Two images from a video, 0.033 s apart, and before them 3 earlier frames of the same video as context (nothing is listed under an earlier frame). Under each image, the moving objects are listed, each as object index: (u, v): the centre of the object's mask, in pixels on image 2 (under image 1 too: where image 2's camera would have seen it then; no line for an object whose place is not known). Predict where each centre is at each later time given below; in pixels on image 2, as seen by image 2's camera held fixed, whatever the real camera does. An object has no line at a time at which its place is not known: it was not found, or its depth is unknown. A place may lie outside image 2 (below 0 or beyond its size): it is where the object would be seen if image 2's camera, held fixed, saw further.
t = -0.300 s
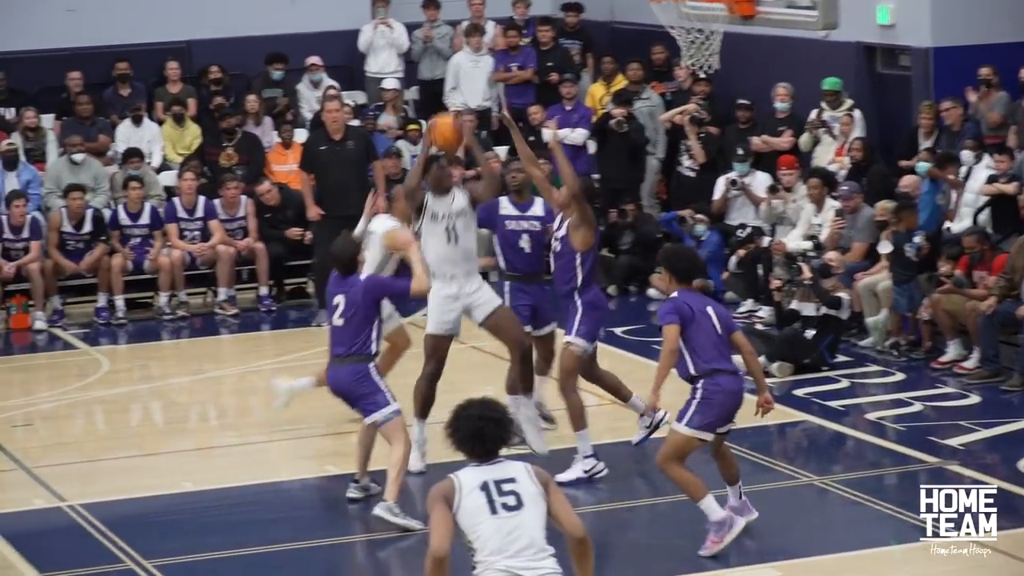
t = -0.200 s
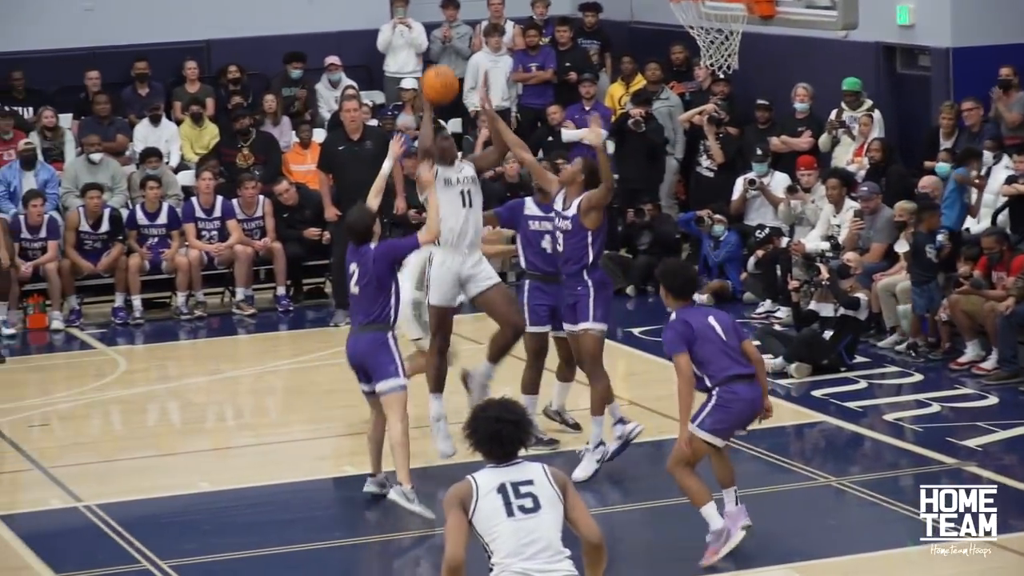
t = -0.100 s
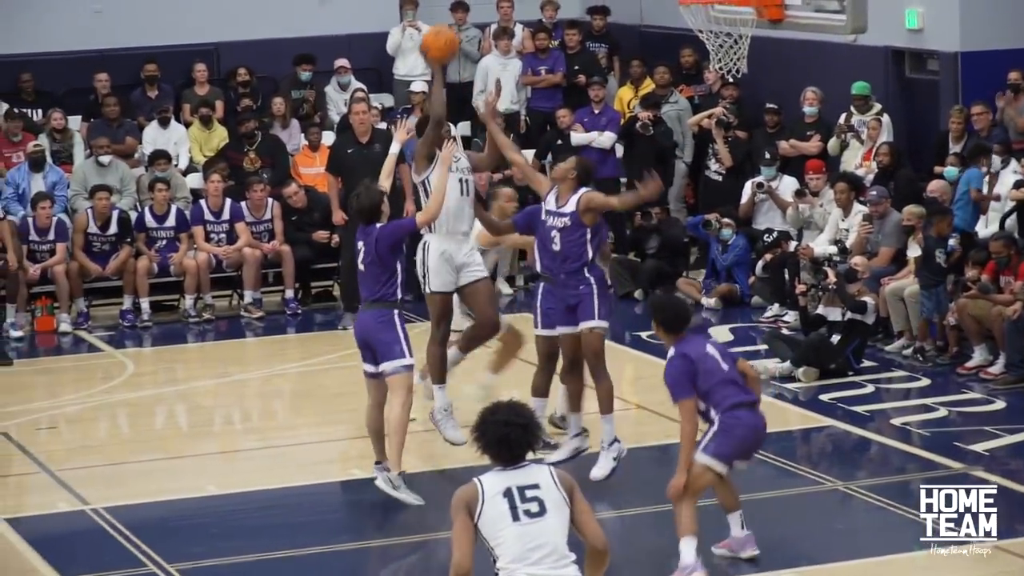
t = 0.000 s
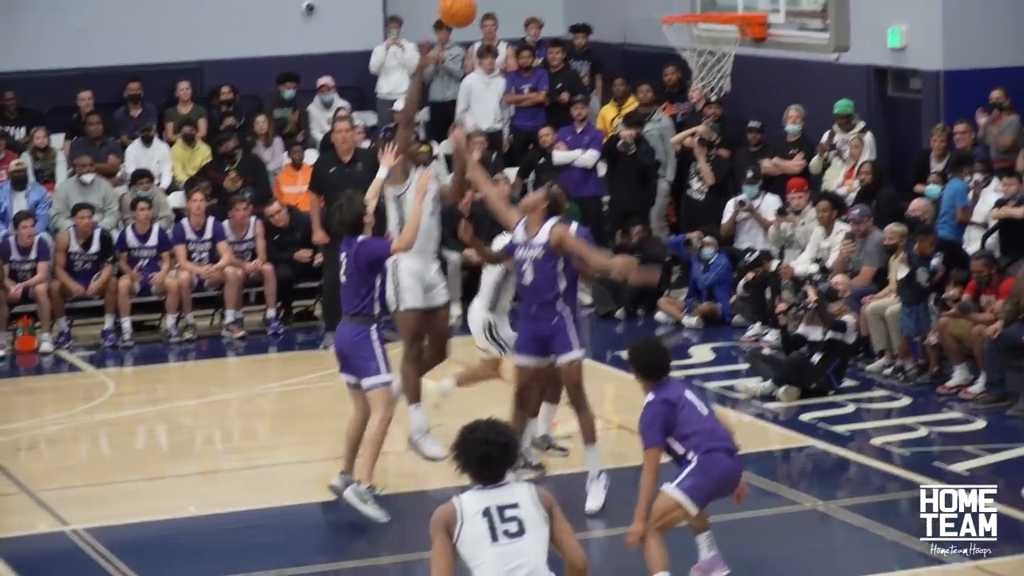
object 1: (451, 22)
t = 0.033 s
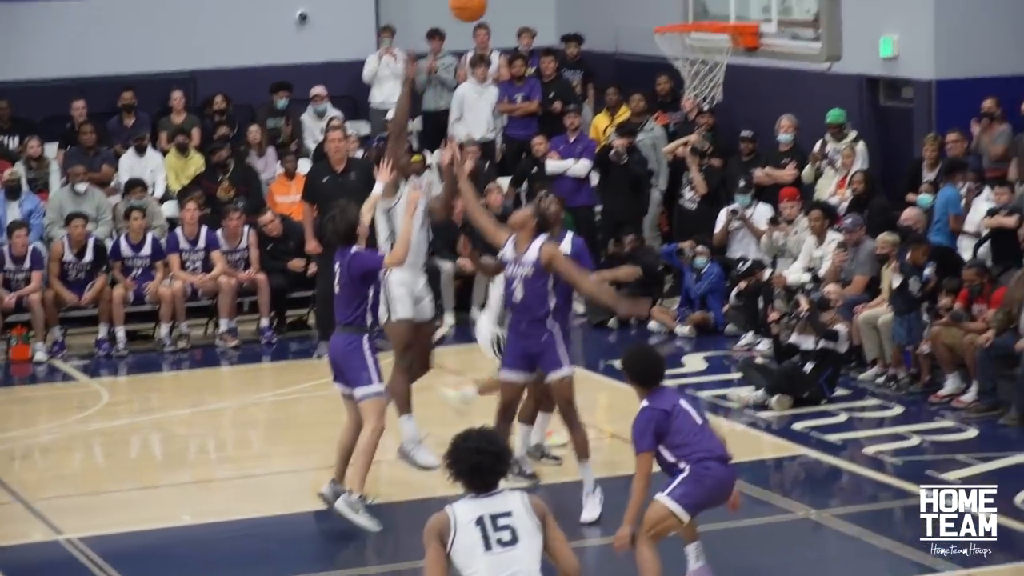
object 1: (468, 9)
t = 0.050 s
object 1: (477, 3)
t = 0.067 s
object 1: (486, -3)
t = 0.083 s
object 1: (495, -9)
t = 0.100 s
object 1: (504, -15)
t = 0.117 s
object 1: (513, -21)
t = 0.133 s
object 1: (523, -26)
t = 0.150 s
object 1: (531, -30)
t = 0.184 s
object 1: (546, -37)
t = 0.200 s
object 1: (555, -40)
